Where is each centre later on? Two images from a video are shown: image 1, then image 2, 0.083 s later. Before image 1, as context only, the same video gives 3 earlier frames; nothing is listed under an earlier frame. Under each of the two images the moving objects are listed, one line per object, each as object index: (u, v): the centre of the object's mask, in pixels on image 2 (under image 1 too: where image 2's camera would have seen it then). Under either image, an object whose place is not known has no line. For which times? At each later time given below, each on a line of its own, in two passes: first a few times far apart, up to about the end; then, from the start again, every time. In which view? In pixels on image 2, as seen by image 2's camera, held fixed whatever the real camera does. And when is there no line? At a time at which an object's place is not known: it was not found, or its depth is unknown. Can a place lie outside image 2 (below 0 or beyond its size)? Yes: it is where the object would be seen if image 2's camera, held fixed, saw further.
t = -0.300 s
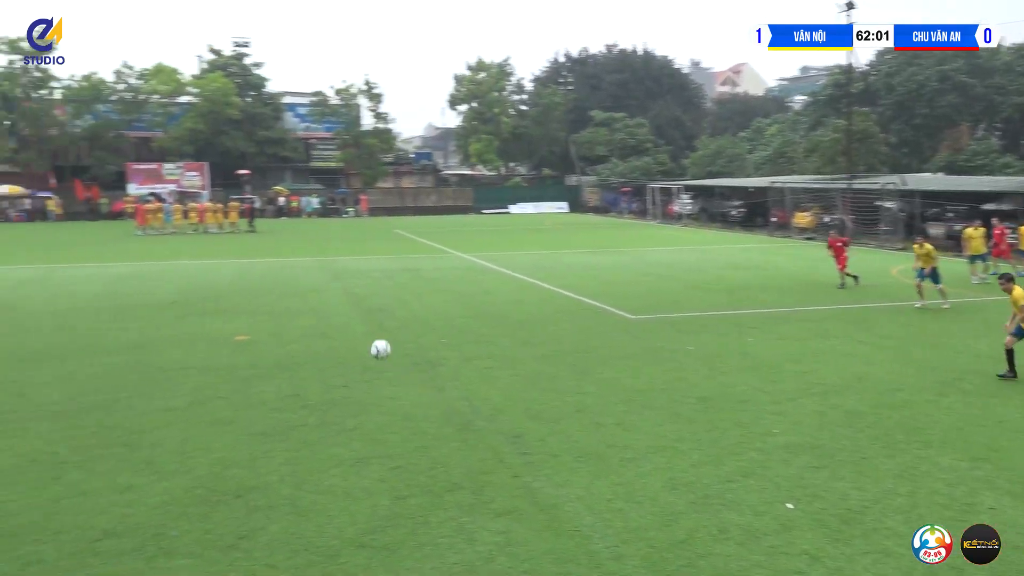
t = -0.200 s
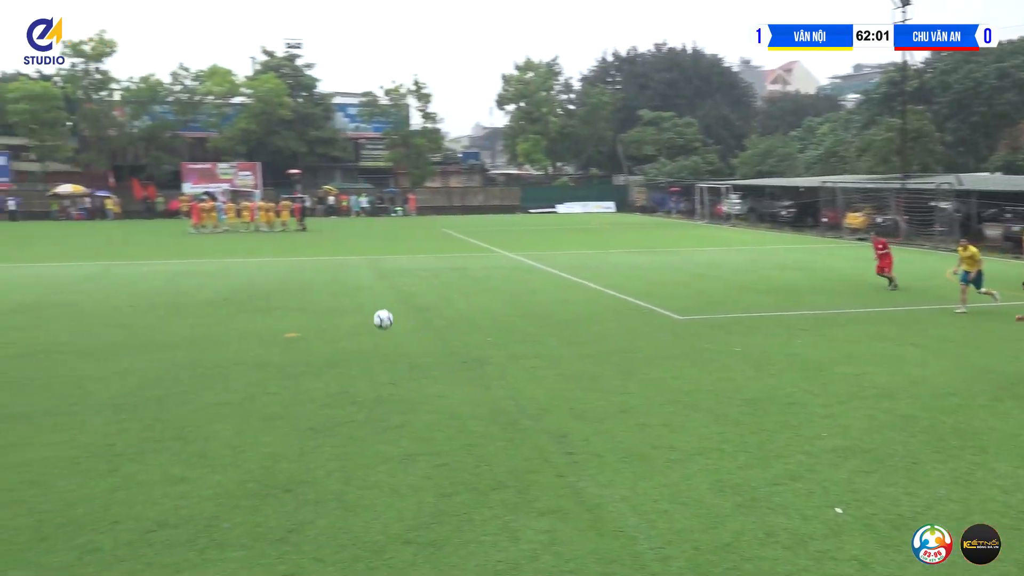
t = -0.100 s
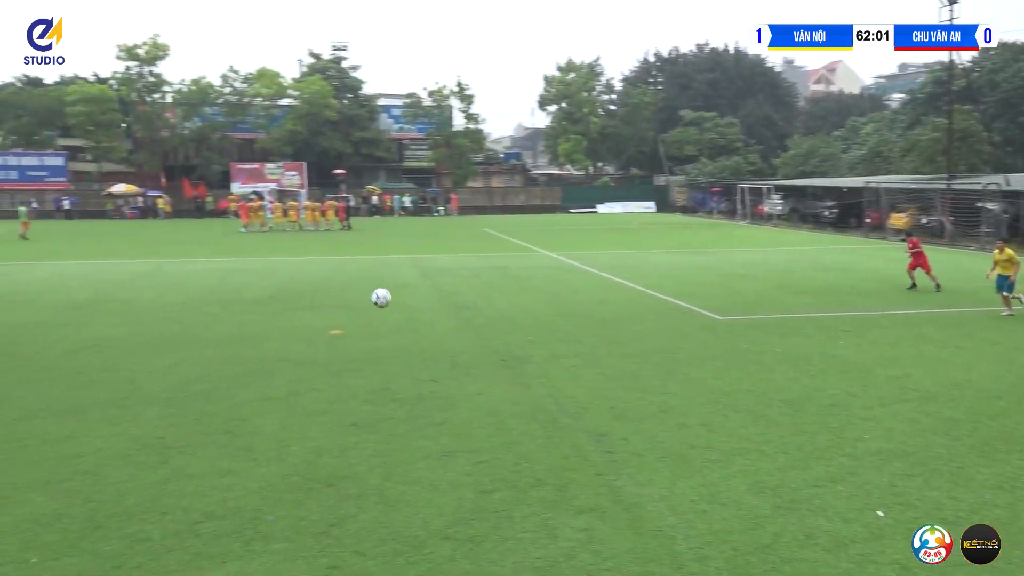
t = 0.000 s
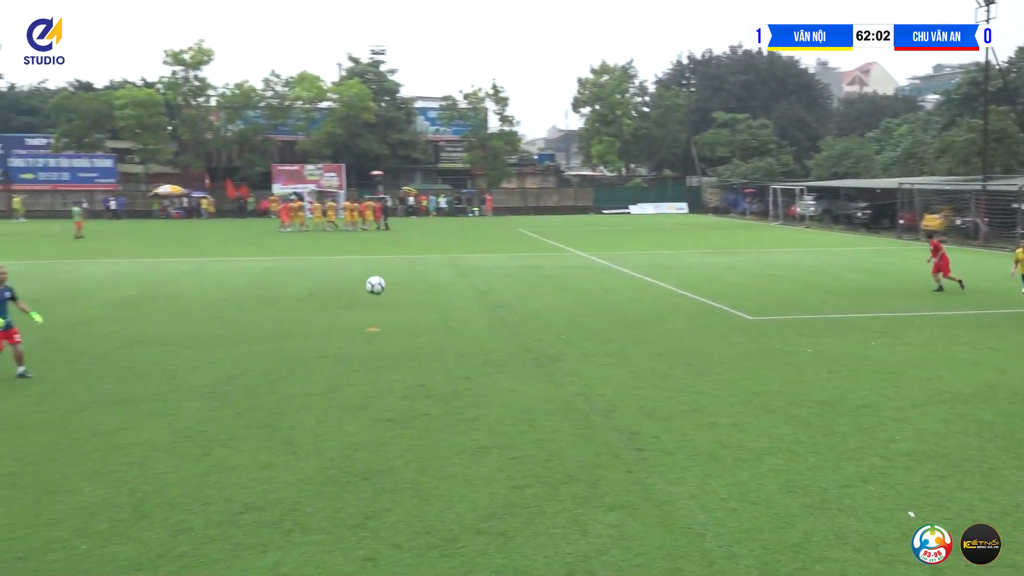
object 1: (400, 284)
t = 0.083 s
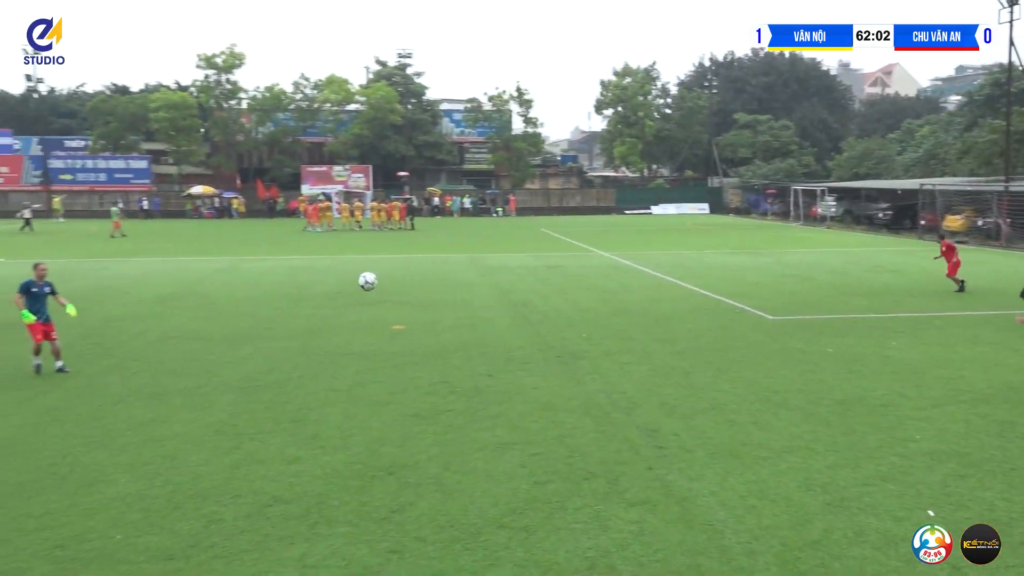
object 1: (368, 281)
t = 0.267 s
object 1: (297, 291)
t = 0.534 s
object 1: (201, 360)
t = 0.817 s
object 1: (123, 351)
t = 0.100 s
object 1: (361, 281)
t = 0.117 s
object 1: (354, 282)
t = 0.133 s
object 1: (348, 283)
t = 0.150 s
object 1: (342, 283)
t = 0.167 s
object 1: (335, 283)
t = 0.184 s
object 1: (329, 285)
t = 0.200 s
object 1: (322, 285)
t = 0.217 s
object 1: (316, 286)
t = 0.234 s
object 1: (310, 288)
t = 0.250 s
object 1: (303, 290)
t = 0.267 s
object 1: (297, 291)
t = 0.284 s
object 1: (291, 294)
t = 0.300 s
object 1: (285, 296)
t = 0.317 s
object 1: (279, 300)
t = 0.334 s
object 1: (273, 302)
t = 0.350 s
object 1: (267, 306)
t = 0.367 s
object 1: (260, 310)
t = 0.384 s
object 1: (254, 315)
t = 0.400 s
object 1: (248, 318)
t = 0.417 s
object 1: (242, 323)
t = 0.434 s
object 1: (236, 328)
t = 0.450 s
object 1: (230, 332)
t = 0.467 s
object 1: (224, 337)
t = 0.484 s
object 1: (218, 343)
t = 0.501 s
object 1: (212, 348)
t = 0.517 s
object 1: (207, 355)
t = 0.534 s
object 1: (201, 360)
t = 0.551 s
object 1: (195, 367)
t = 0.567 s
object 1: (189, 373)
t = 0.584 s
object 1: (183, 380)
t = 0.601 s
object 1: (177, 387)
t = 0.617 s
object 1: (171, 394)
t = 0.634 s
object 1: (165, 402)
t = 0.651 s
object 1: (161, 404)
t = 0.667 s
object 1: (156, 398)
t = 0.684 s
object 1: (153, 391)
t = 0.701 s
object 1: (149, 385)
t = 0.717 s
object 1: (145, 379)
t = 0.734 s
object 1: (142, 374)
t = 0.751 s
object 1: (138, 369)
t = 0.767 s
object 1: (134, 364)
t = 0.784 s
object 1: (130, 359)
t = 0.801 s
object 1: (127, 355)
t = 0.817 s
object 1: (123, 351)
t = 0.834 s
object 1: (119, 347)
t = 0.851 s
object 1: (116, 343)
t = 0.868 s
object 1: (112, 341)
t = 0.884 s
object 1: (108, 338)
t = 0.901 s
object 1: (105, 334)
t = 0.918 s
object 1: (101, 332)
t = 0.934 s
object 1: (98, 329)
